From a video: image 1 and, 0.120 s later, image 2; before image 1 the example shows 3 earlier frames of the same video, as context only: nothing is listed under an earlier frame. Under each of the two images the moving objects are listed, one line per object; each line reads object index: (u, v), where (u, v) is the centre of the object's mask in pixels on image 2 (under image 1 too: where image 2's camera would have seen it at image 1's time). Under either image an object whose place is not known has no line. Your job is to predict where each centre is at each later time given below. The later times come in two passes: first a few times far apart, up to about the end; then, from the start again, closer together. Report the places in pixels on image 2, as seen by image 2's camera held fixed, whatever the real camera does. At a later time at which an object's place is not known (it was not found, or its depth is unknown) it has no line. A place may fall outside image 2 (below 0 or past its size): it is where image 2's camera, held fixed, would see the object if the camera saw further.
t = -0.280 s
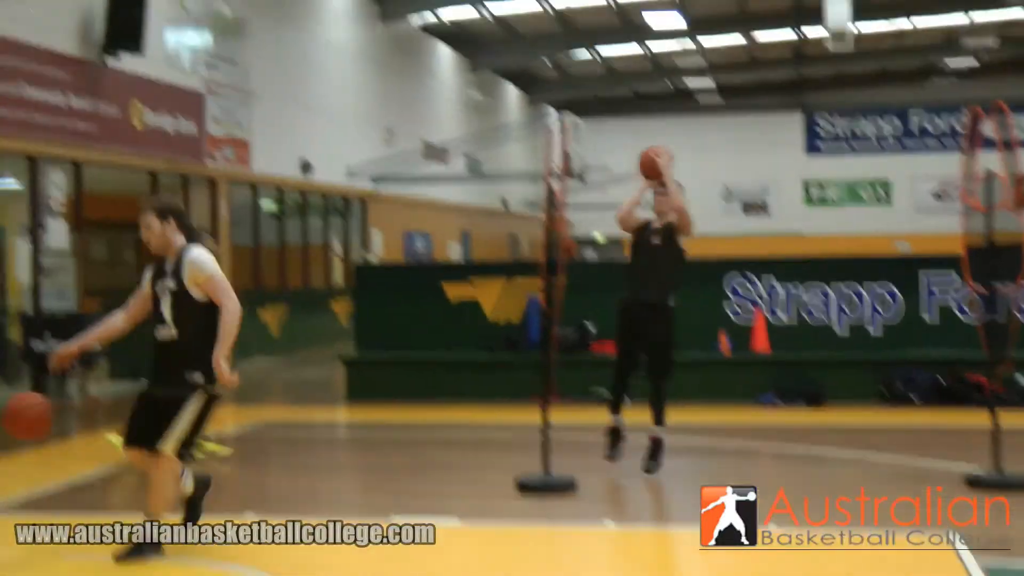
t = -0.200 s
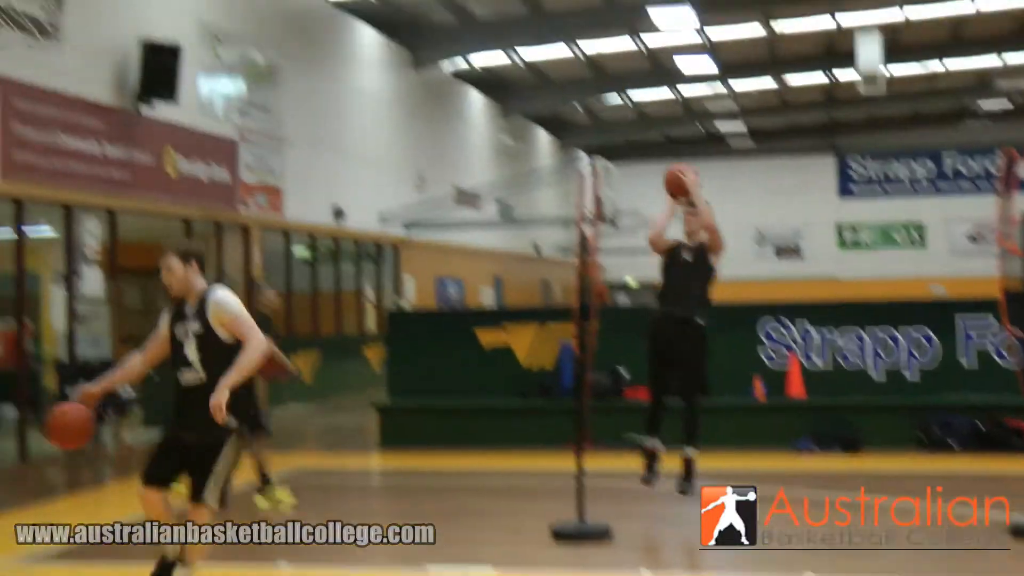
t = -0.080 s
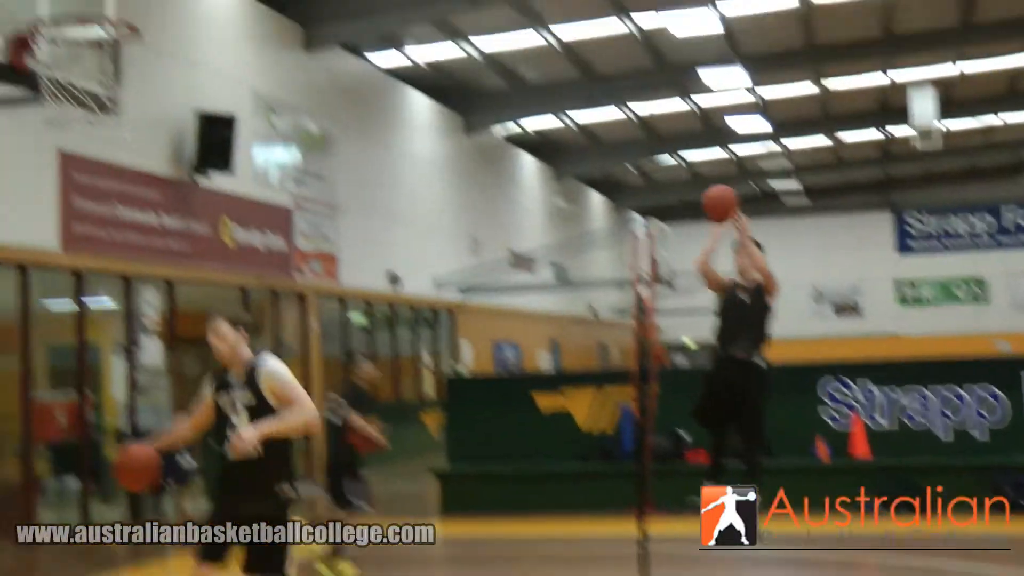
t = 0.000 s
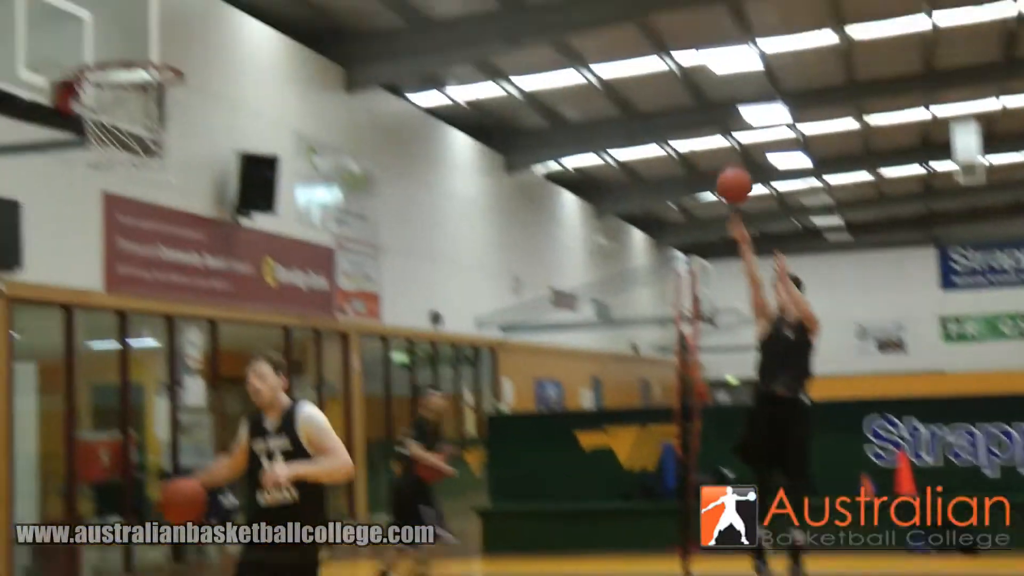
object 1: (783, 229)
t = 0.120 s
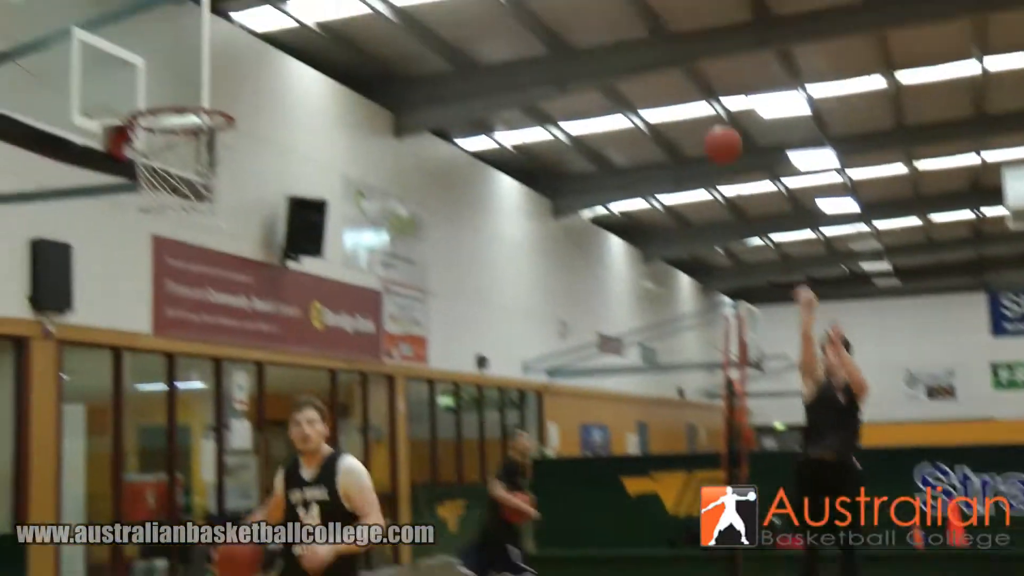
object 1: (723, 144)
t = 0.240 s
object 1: (661, 75)
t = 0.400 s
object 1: (574, 9)
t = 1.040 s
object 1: (180, 174)
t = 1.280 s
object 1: (222, 208)
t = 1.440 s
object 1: (244, 280)
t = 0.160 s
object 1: (703, 122)
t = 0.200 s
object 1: (682, 95)
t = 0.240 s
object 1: (661, 75)
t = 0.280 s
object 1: (640, 56)
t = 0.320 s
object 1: (619, 37)
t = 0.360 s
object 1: (597, 23)
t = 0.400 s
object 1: (574, 9)
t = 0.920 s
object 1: (211, 75)
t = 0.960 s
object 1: (175, 103)
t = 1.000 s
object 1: (169, 138)
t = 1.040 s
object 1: (180, 174)
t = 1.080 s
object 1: (190, 185)
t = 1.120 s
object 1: (198, 187)
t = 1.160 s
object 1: (203, 188)
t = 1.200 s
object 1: (209, 191)
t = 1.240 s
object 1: (214, 198)
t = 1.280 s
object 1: (222, 208)
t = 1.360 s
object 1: (233, 238)
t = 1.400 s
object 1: (238, 258)
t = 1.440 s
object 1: (244, 280)
